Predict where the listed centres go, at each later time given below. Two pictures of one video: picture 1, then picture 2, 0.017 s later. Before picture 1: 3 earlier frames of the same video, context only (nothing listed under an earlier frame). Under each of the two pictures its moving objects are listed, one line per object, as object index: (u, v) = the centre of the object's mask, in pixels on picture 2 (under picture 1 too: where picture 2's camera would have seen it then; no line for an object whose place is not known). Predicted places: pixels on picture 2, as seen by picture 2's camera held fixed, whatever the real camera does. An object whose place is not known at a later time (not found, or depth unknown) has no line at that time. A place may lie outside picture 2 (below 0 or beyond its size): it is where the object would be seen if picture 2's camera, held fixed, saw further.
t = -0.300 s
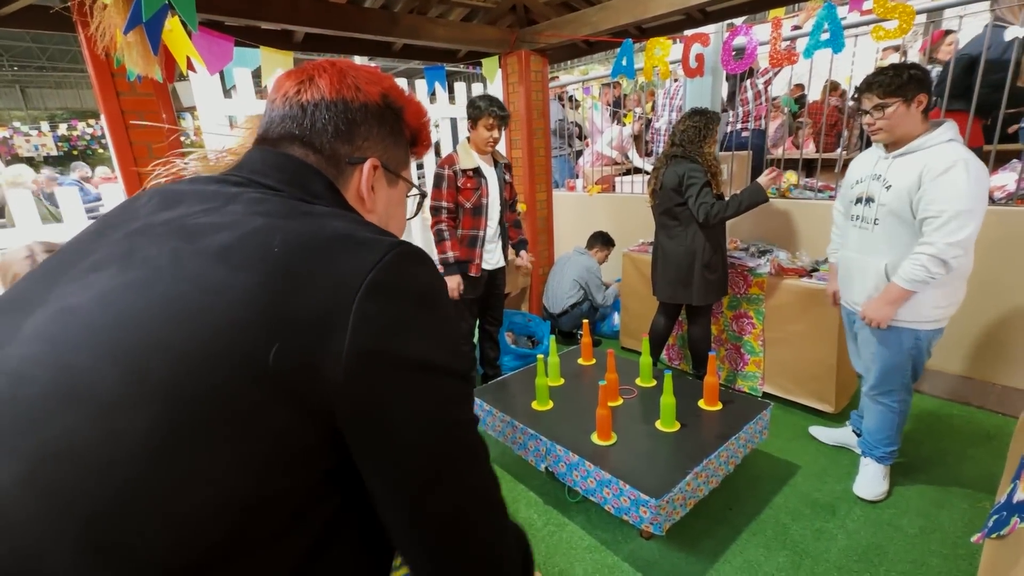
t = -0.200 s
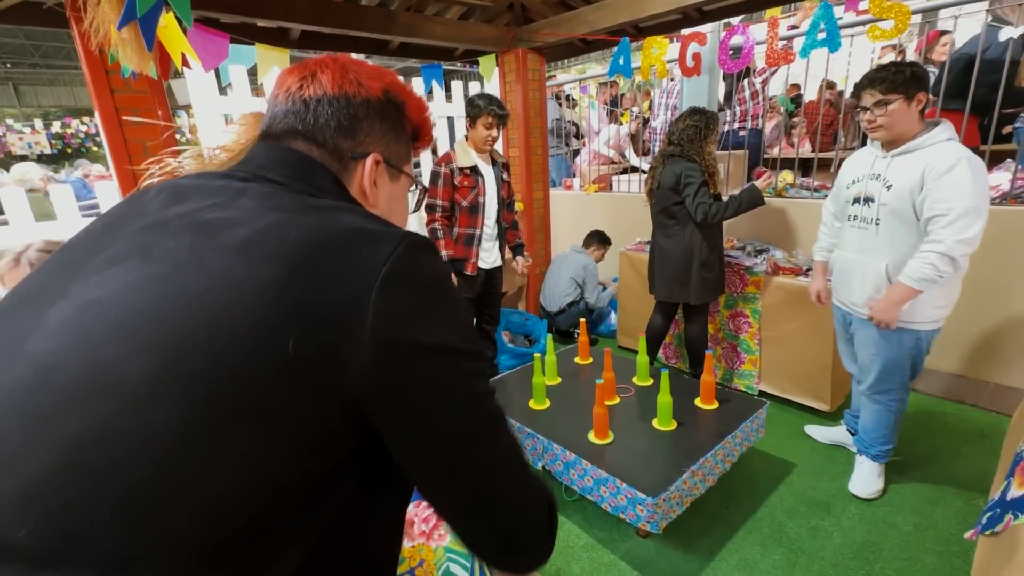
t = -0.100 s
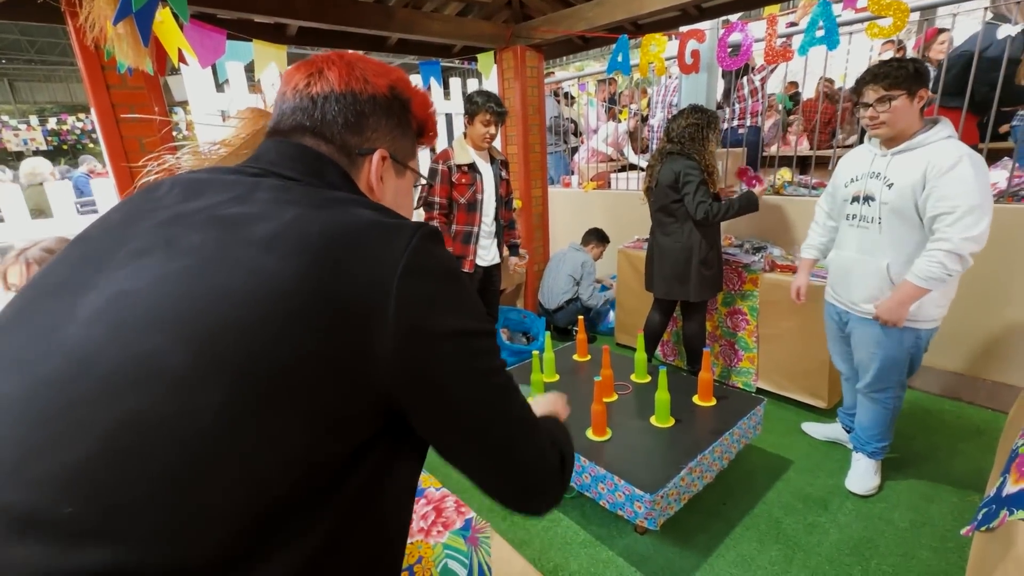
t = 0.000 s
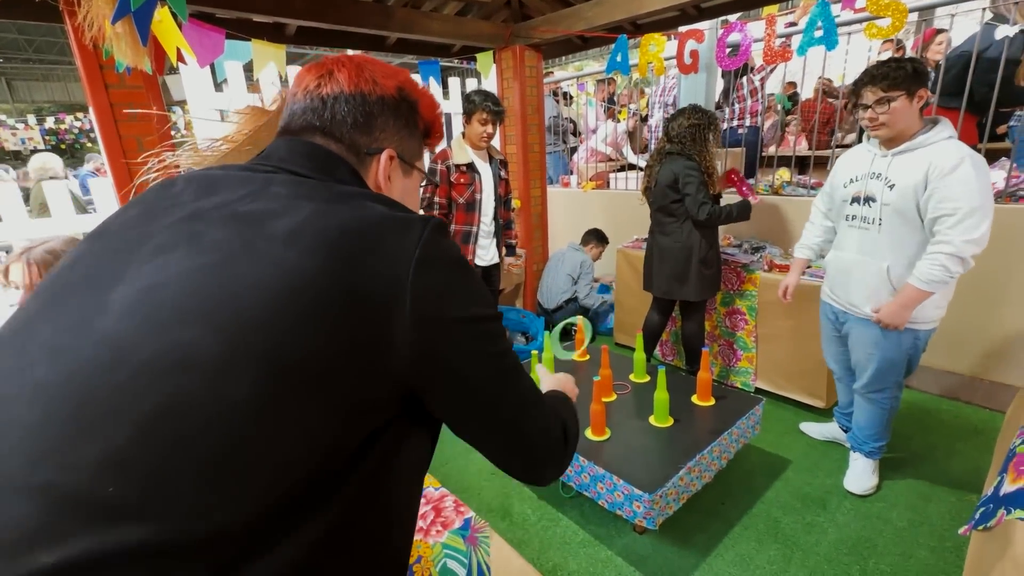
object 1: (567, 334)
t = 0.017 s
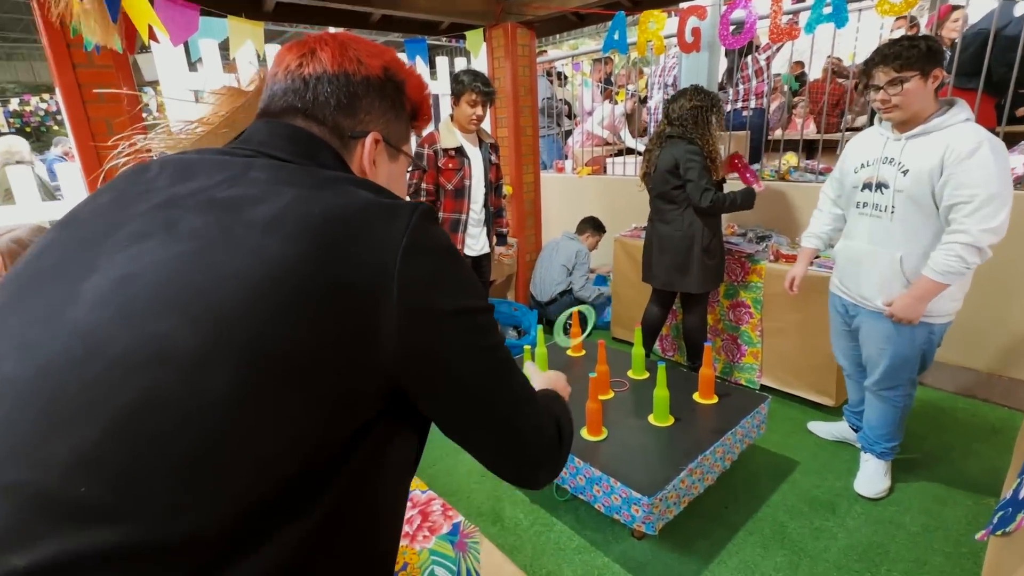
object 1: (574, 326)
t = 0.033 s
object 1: (580, 317)
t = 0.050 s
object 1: (589, 308)
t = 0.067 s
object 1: (595, 303)
